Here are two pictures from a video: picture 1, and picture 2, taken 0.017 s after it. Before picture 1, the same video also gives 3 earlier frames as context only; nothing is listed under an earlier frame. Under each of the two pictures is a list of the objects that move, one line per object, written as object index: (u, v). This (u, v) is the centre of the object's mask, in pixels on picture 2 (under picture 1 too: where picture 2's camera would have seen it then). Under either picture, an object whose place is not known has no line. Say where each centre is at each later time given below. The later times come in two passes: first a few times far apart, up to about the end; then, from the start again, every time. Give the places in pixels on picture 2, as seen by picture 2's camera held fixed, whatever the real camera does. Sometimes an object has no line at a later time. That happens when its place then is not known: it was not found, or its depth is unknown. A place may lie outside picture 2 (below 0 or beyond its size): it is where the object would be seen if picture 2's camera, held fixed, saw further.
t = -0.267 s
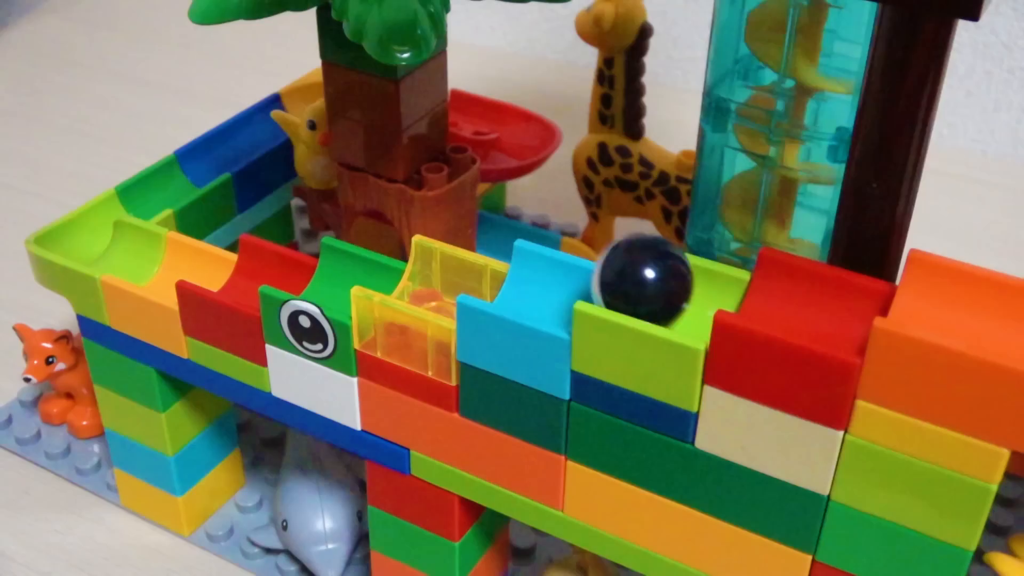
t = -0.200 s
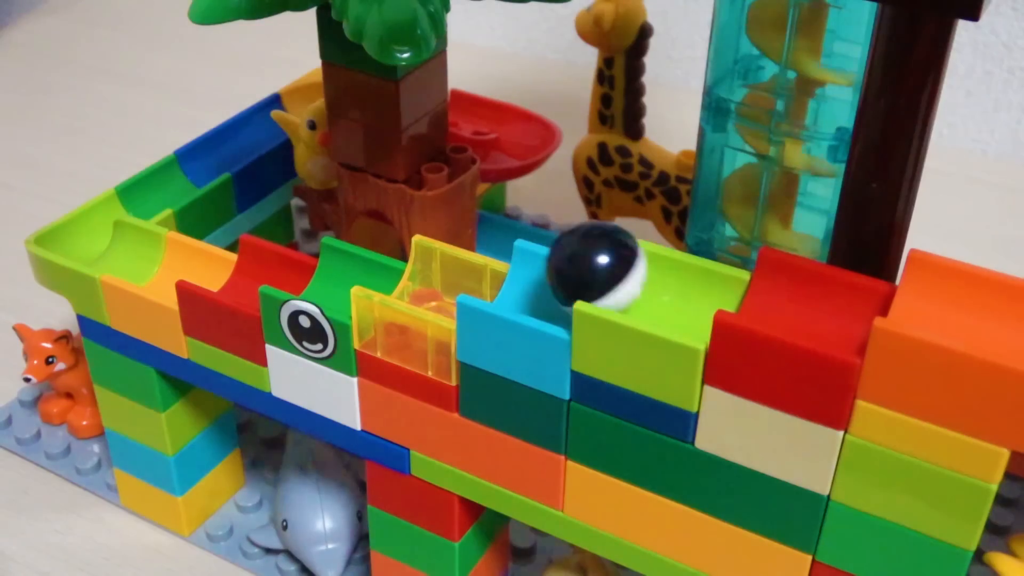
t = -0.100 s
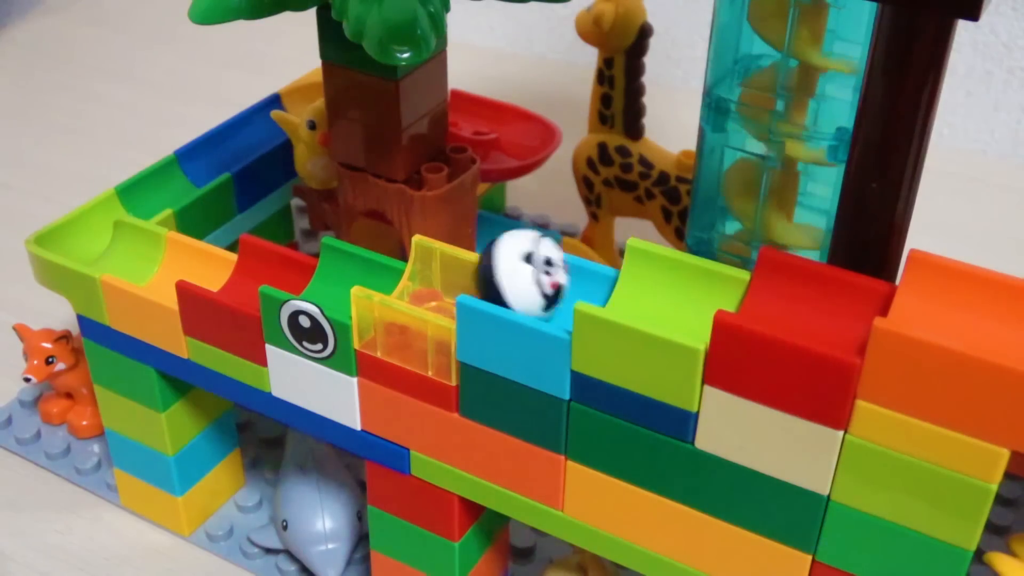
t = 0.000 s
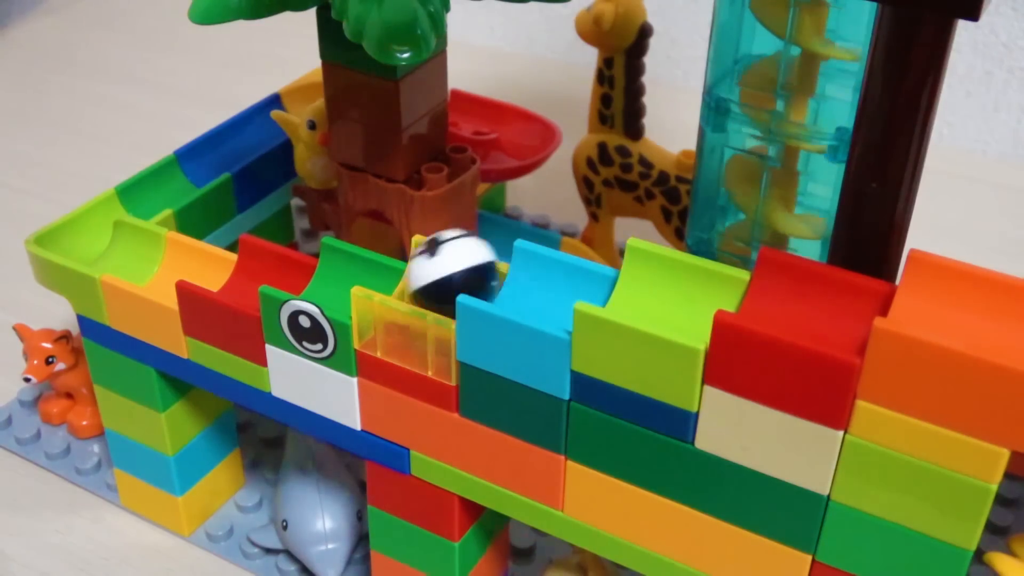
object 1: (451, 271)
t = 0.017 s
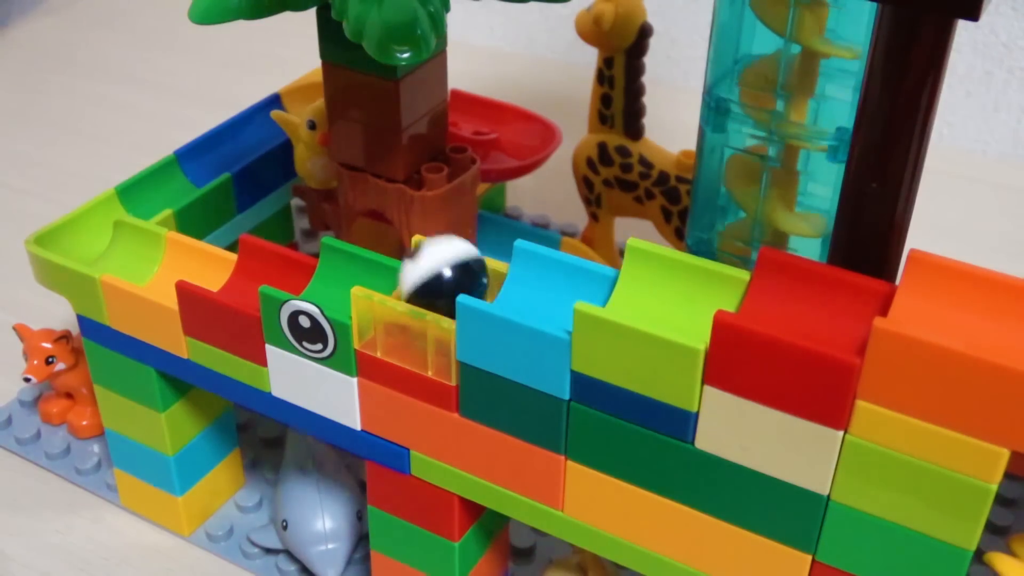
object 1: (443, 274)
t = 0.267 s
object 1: (292, 259)
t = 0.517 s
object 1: (175, 262)
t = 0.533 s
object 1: (171, 261)
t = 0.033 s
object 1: (432, 270)
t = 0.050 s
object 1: (423, 270)
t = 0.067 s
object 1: (413, 267)
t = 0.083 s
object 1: (403, 265)
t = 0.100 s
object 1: (392, 261)
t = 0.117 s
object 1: (382, 258)
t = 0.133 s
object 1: (370, 256)
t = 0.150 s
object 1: (358, 261)
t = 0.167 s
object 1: (346, 271)
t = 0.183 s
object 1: (334, 268)
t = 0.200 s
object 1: (326, 265)
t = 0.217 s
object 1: (318, 266)
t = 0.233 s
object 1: (312, 264)
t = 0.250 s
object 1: (303, 261)
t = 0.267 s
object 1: (292, 259)
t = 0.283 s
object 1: (282, 257)
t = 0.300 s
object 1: (274, 258)
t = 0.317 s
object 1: (265, 264)
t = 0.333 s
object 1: (252, 267)
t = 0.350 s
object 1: (247, 264)
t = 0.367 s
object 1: (239, 265)
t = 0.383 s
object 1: (232, 263)
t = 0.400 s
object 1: (227, 262)
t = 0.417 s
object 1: (222, 259)
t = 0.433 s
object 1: (215, 257)
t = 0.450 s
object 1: (206, 255)
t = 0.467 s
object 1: (199, 254)
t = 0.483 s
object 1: (192, 256)
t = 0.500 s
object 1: (185, 262)
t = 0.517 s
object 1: (175, 262)
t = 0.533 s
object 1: (171, 261)
